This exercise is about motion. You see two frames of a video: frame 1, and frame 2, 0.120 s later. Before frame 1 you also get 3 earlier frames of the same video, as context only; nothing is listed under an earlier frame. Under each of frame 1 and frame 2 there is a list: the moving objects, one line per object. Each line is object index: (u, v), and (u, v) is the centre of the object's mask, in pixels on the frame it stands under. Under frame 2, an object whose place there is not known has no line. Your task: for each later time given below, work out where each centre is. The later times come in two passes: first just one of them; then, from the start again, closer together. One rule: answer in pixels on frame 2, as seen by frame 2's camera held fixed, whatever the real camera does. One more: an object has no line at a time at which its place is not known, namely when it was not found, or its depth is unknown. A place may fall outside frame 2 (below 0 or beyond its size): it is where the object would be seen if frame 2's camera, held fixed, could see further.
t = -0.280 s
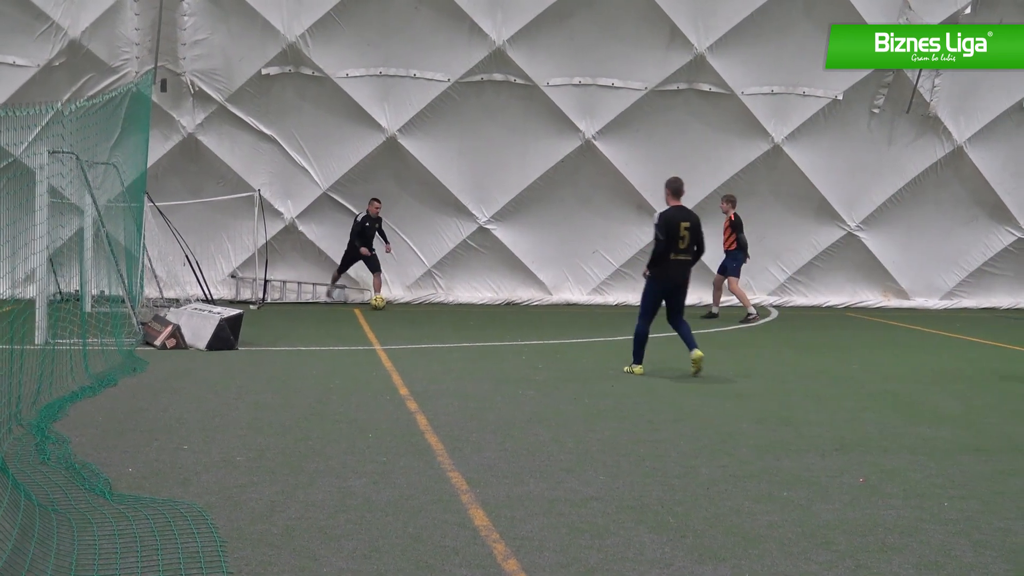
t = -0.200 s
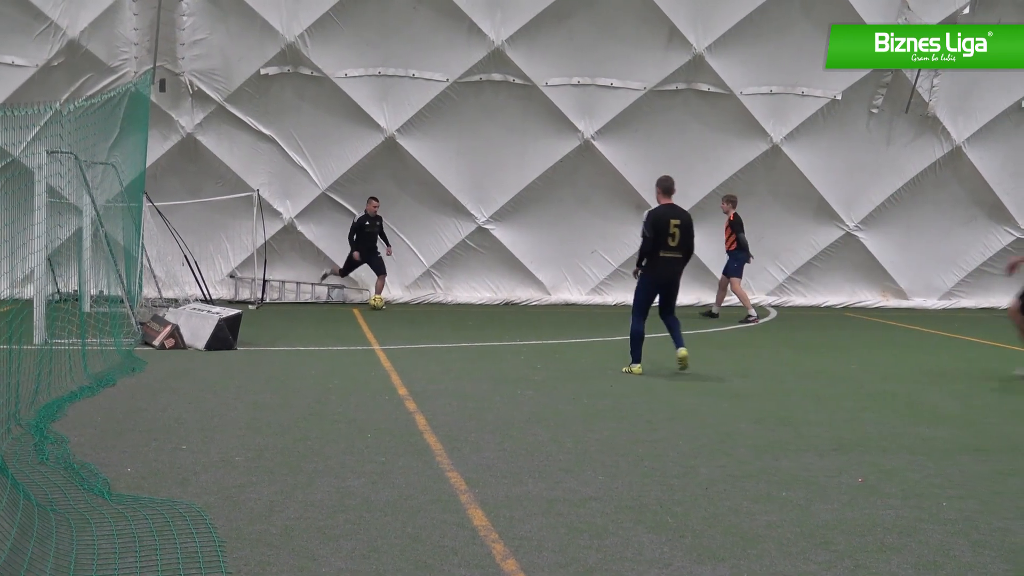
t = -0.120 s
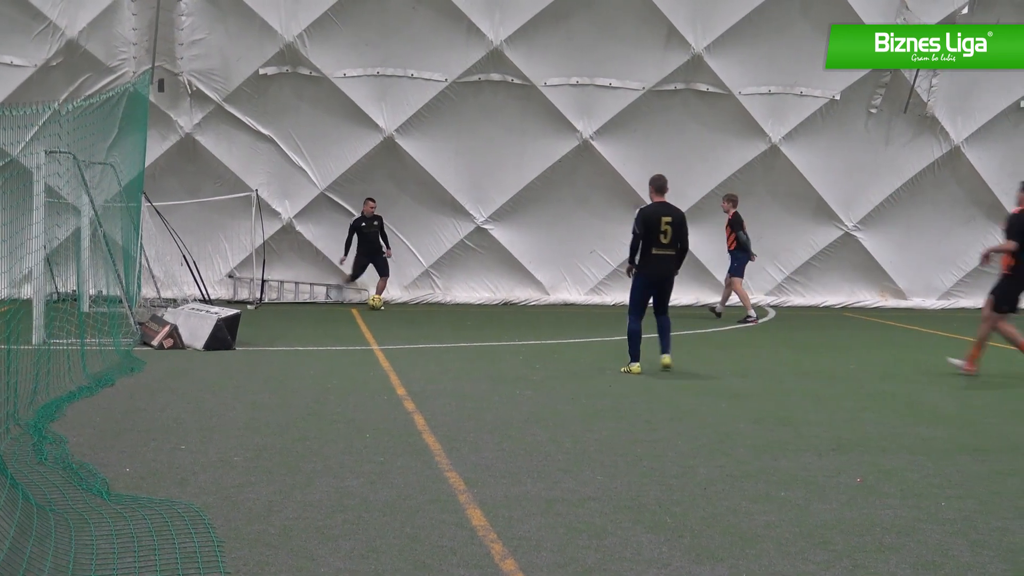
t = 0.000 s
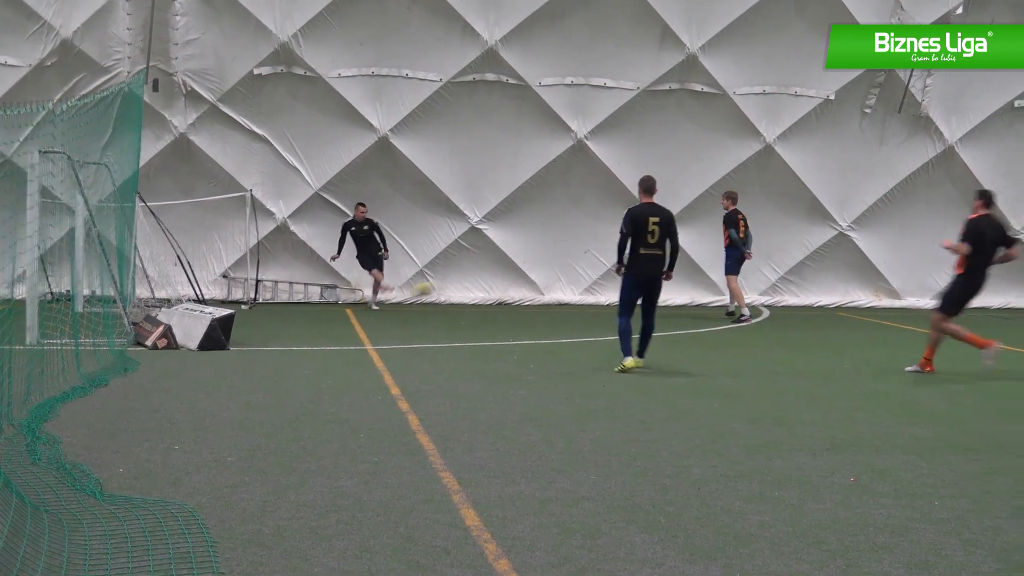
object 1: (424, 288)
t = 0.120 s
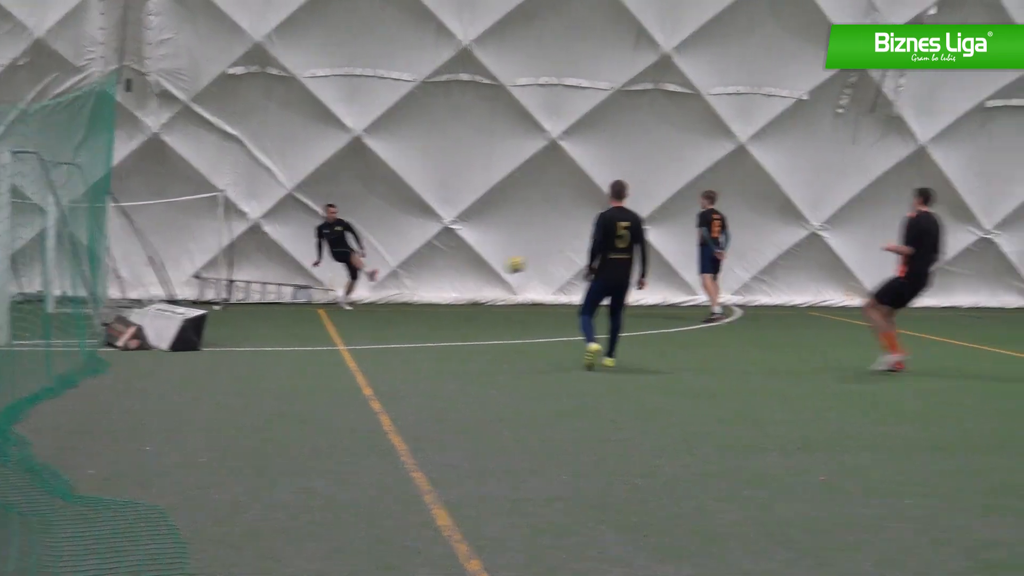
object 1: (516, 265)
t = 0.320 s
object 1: (752, 242)
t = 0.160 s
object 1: (559, 259)
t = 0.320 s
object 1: (752, 242)
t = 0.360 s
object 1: (803, 239)
